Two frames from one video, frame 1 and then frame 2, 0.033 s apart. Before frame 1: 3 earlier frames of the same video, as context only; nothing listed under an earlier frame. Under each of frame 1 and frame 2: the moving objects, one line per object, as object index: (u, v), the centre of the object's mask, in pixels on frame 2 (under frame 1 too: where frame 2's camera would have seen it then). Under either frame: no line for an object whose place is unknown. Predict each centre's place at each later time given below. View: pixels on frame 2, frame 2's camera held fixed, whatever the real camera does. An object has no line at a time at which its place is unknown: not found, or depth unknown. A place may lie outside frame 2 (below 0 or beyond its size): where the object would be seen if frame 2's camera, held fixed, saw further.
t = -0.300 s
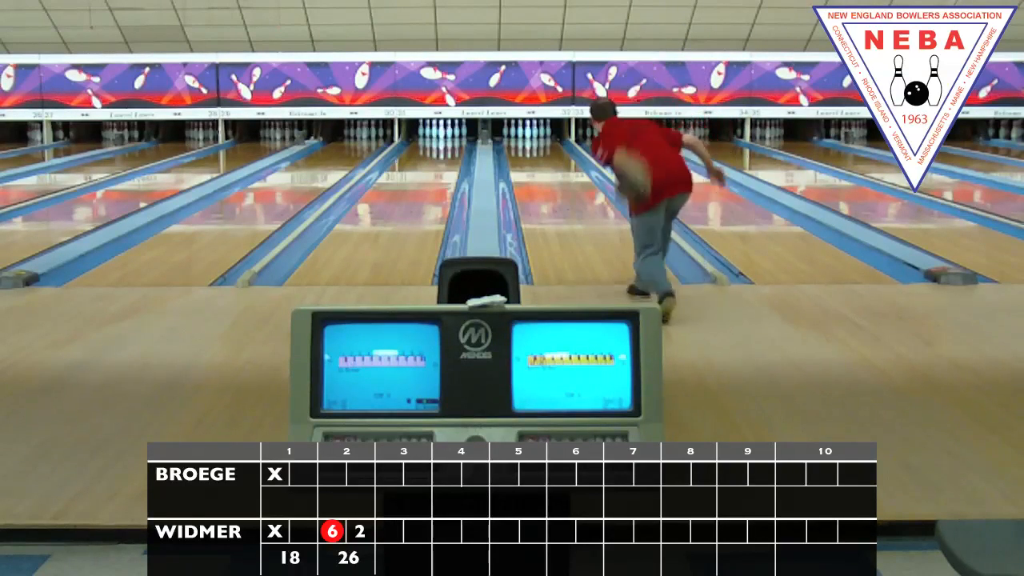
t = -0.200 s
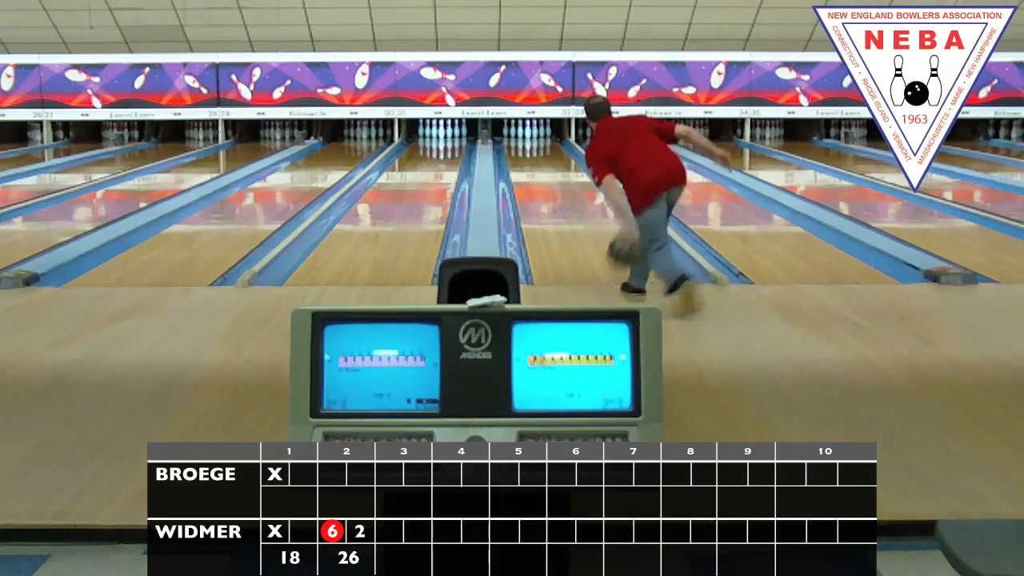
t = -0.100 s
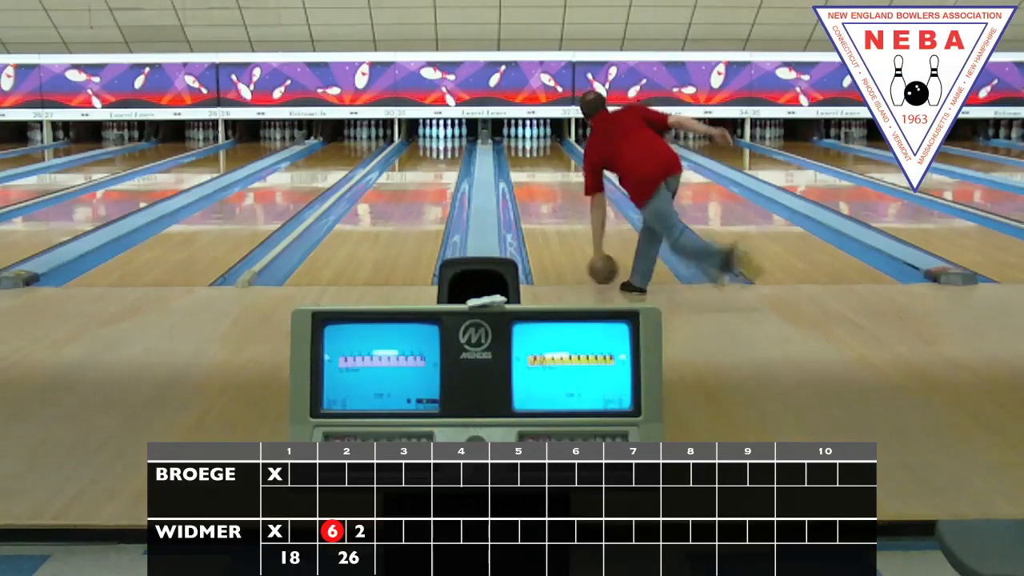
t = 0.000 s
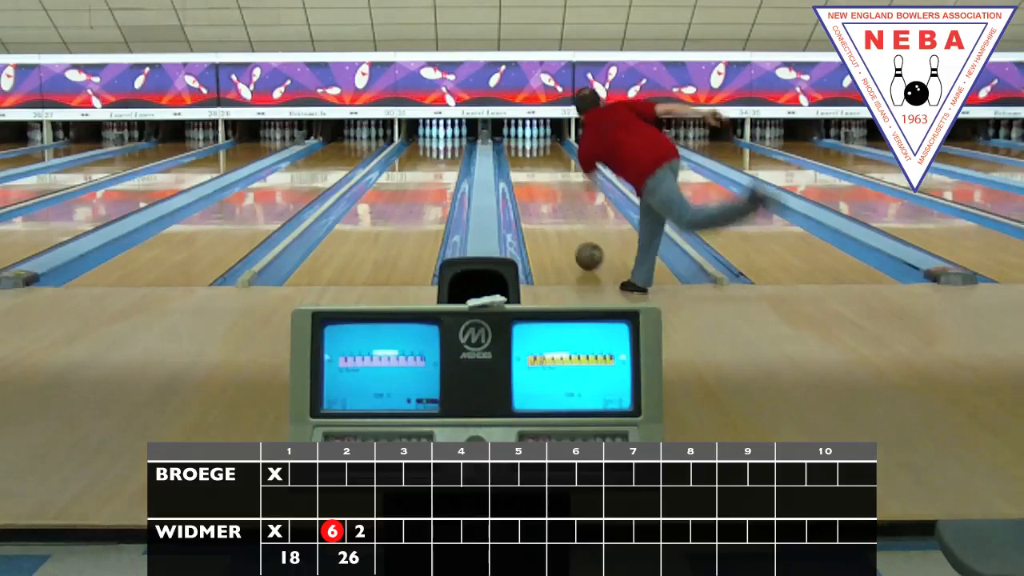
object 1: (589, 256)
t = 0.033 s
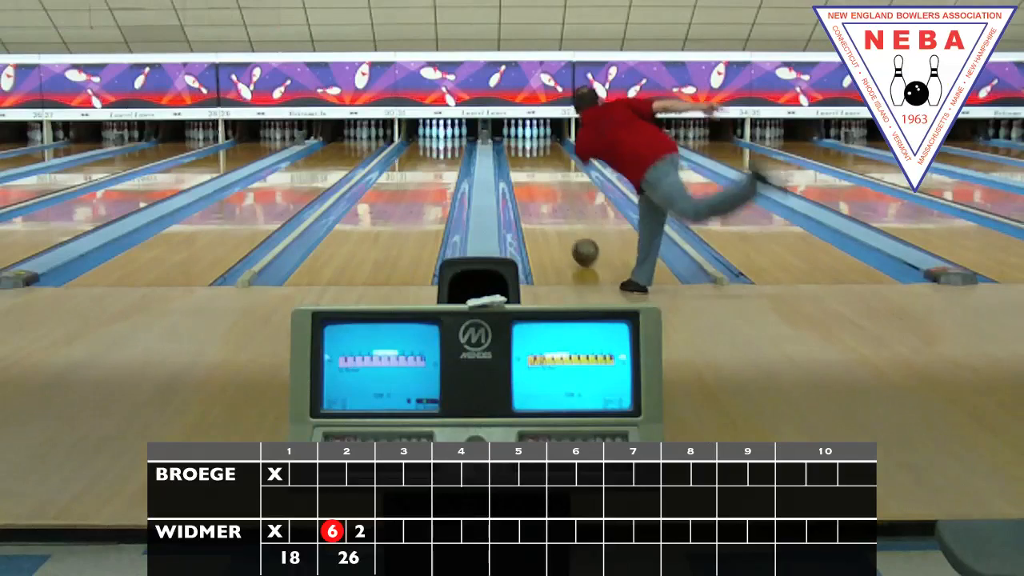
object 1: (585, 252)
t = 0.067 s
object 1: (582, 246)
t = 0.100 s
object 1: (579, 242)
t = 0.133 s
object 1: (576, 238)
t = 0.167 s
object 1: (573, 233)
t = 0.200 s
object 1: (570, 229)
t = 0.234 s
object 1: (567, 225)
